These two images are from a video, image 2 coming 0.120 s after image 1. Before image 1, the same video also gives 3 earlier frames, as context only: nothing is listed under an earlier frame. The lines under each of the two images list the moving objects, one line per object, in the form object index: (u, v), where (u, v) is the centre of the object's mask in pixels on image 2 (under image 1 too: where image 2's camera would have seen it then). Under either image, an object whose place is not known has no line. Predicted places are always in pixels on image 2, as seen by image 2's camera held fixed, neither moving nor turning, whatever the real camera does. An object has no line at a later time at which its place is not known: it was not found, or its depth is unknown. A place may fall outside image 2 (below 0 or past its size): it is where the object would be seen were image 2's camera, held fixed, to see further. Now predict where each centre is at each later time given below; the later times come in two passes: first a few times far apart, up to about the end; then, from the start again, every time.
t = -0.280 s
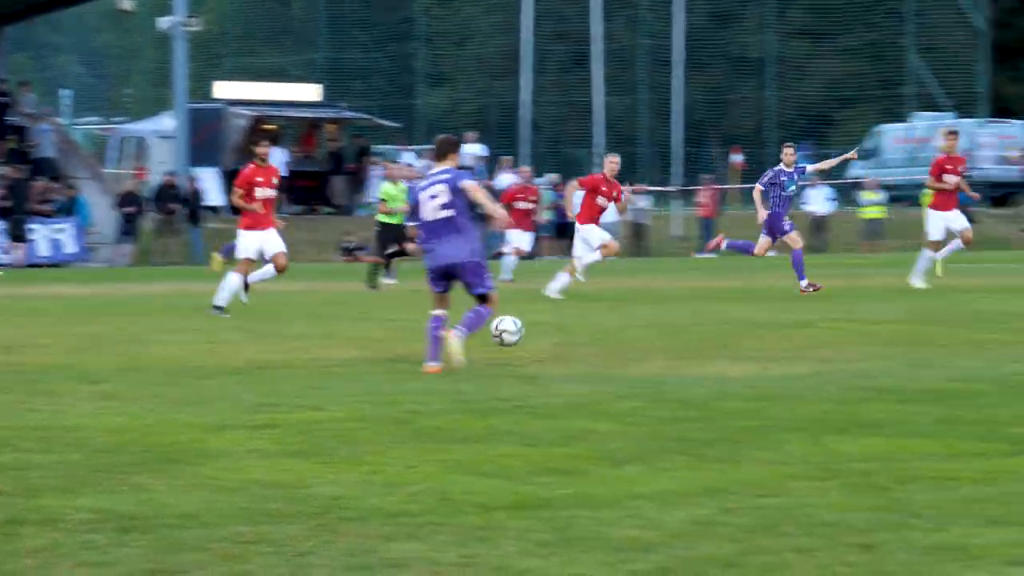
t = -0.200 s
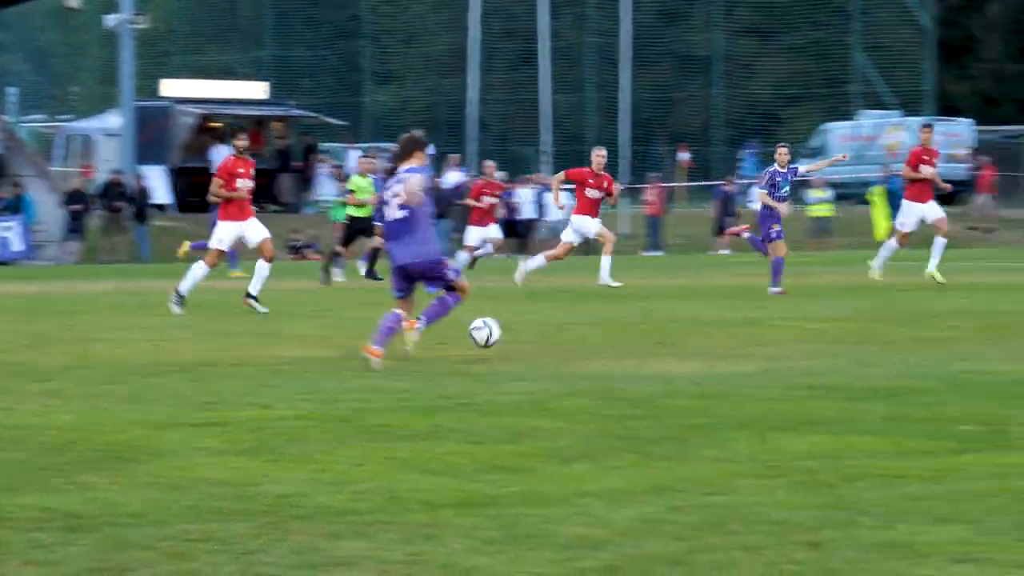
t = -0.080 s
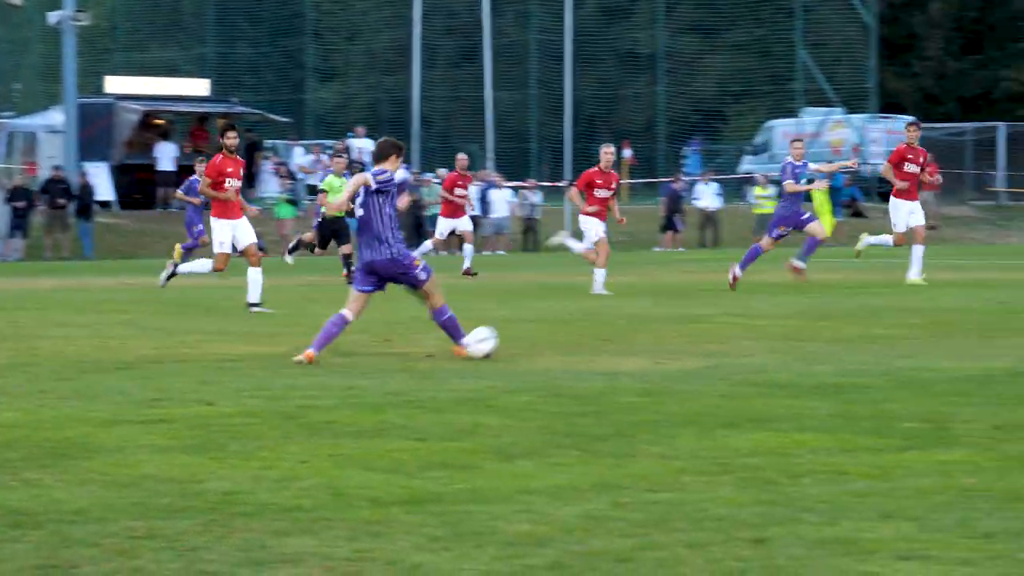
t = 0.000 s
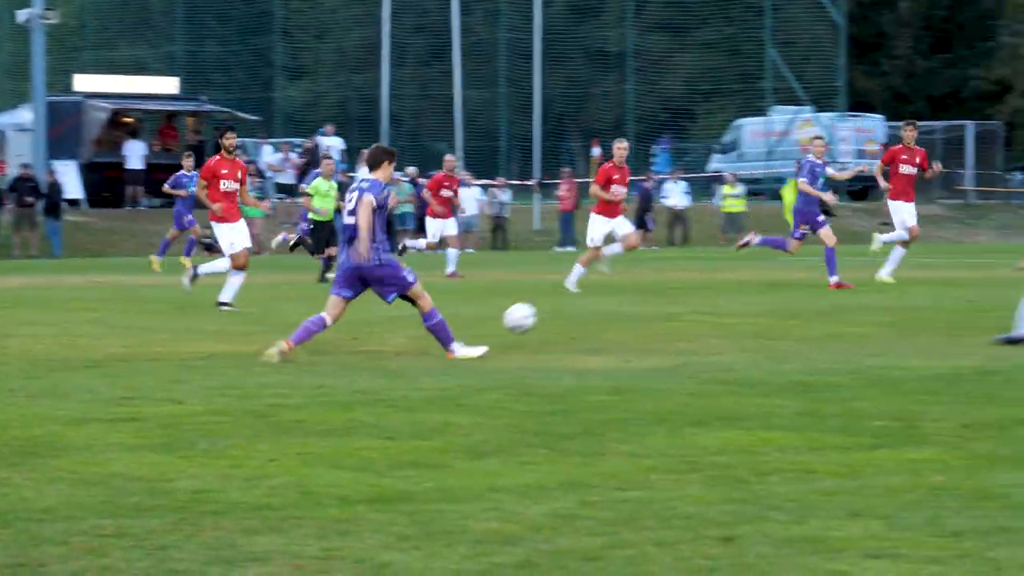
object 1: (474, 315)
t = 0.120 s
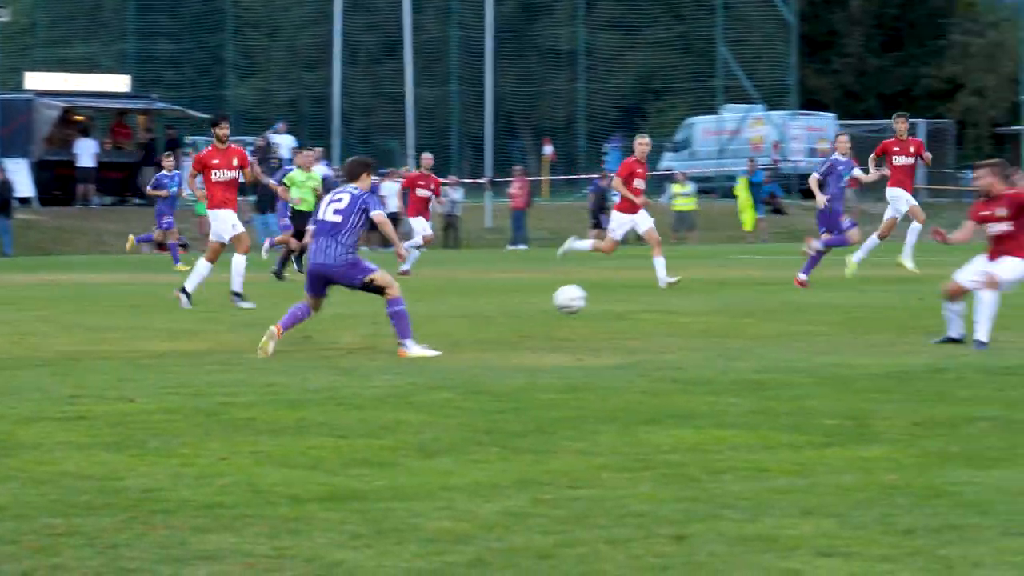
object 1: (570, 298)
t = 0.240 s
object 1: (660, 300)
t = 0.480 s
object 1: (811, 306)
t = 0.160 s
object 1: (600, 297)
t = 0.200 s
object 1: (630, 298)
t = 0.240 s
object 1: (660, 300)
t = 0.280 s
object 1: (688, 305)
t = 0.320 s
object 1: (717, 311)
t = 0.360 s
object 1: (744, 320)
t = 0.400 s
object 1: (768, 322)
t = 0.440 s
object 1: (790, 314)
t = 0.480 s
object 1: (811, 306)
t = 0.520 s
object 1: (832, 301)
